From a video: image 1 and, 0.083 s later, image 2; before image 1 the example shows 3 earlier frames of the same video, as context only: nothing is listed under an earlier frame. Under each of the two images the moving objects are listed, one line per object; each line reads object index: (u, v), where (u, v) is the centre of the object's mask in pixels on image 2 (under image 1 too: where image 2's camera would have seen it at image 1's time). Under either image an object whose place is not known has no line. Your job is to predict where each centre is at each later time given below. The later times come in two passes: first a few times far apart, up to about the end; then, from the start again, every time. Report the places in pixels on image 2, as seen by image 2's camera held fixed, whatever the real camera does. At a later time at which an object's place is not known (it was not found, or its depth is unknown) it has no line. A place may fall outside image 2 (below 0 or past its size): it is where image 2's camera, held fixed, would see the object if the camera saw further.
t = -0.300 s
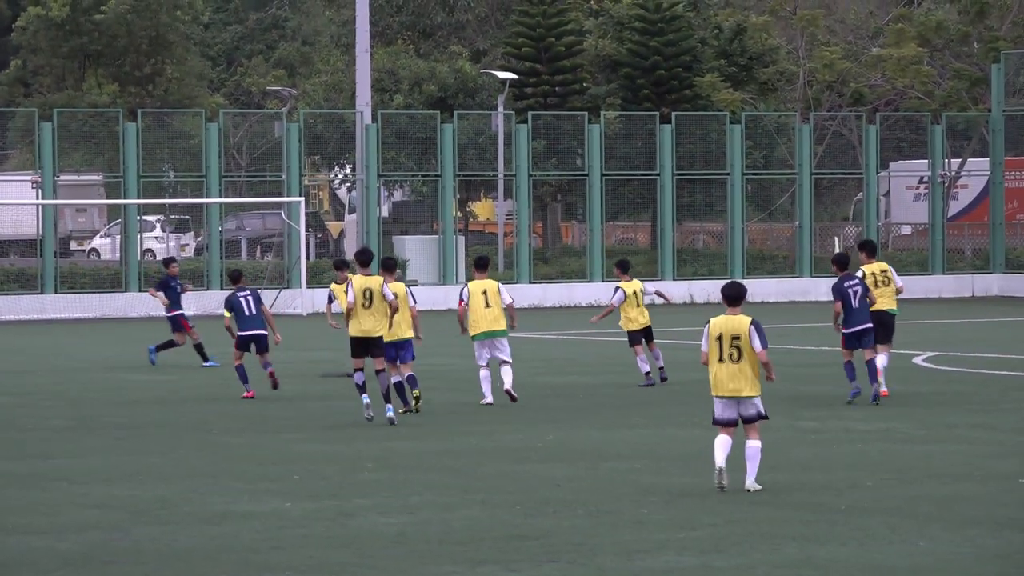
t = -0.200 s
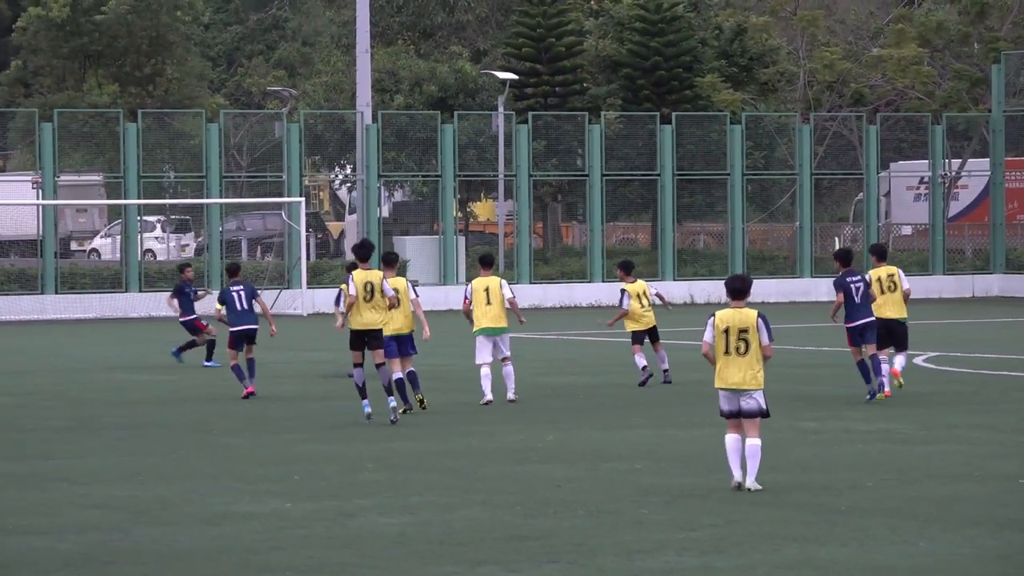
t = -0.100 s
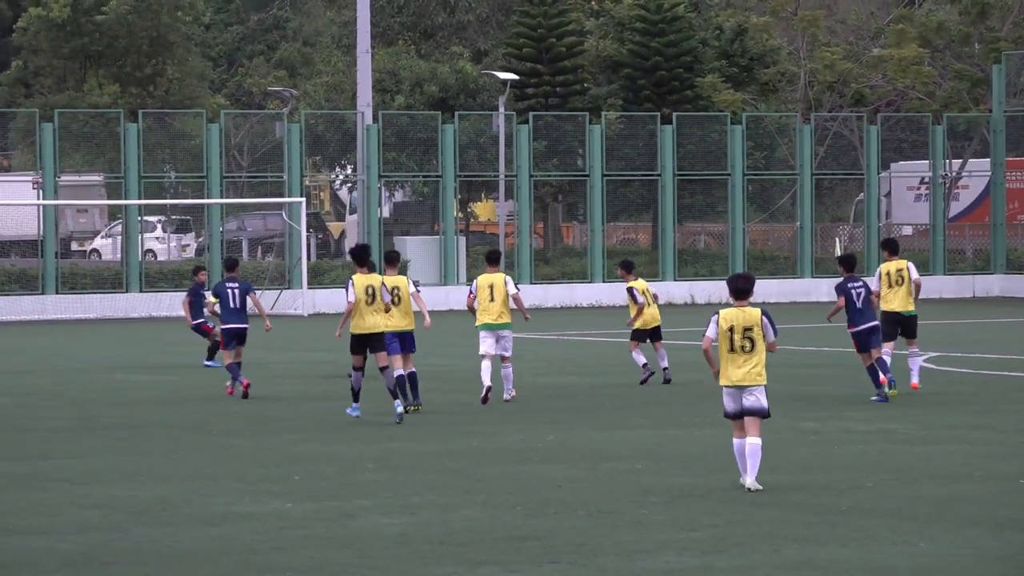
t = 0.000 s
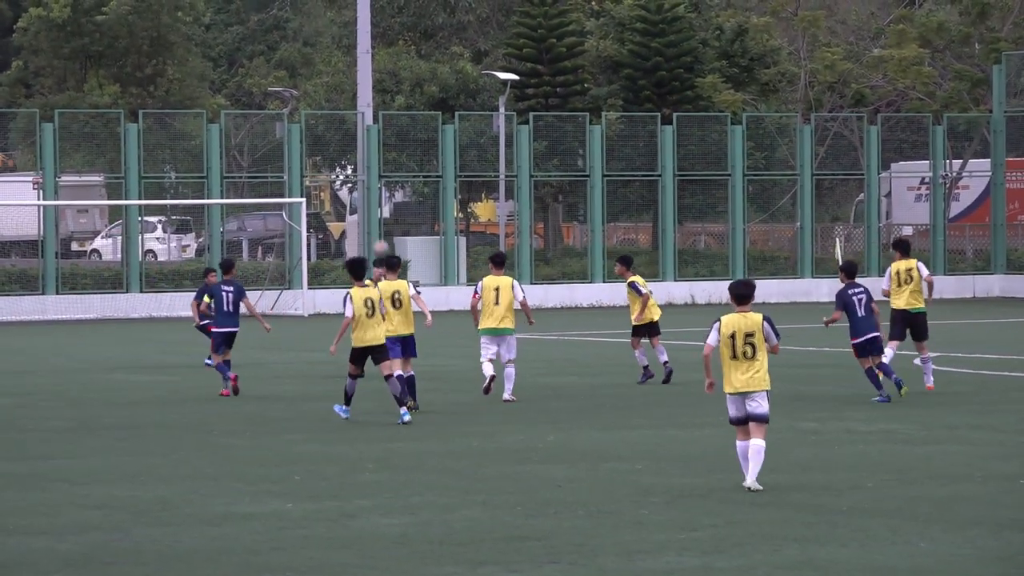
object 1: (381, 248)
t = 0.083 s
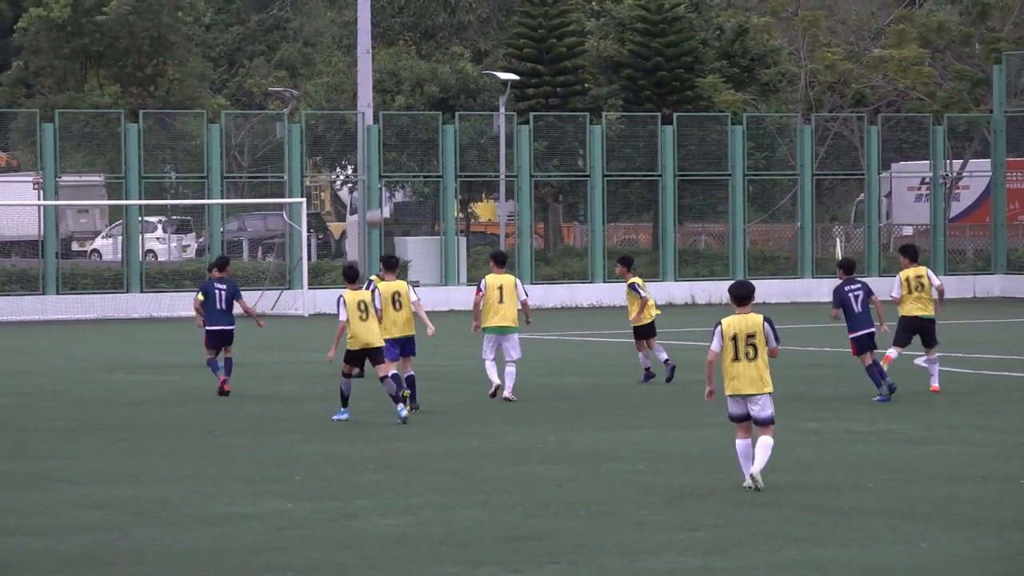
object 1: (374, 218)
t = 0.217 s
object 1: (360, 175)
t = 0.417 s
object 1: (339, 135)
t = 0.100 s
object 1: (372, 212)
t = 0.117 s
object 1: (370, 207)
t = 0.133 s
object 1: (368, 201)
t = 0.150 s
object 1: (366, 196)
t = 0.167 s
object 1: (365, 191)
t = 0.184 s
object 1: (364, 186)
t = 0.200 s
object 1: (363, 181)
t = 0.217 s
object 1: (360, 175)
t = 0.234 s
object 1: (358, 173)
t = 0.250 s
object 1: (357, 169)
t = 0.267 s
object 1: (355, 164)
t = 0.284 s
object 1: (353, 159)
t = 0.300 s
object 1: (352, 157)
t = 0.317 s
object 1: (350, 151)
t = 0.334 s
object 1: (348, 148)
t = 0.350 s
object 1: (347, 146)
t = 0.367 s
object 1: (346, 143)
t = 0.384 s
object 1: (344, 140)
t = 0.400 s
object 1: (341, 138)
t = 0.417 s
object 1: (339, 135)
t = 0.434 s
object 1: (337, 133)
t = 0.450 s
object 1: (336, 132)
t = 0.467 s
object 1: (333, 129)
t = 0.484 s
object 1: (332, 128)
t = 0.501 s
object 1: (330, 126)
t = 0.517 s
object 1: (328, 124)
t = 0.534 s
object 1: (326, 124)
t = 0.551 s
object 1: (325, 122)
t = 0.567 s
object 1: (324, 121)
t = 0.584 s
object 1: (323, 120)
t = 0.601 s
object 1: (321, 120)
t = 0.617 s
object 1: (320, 120)
